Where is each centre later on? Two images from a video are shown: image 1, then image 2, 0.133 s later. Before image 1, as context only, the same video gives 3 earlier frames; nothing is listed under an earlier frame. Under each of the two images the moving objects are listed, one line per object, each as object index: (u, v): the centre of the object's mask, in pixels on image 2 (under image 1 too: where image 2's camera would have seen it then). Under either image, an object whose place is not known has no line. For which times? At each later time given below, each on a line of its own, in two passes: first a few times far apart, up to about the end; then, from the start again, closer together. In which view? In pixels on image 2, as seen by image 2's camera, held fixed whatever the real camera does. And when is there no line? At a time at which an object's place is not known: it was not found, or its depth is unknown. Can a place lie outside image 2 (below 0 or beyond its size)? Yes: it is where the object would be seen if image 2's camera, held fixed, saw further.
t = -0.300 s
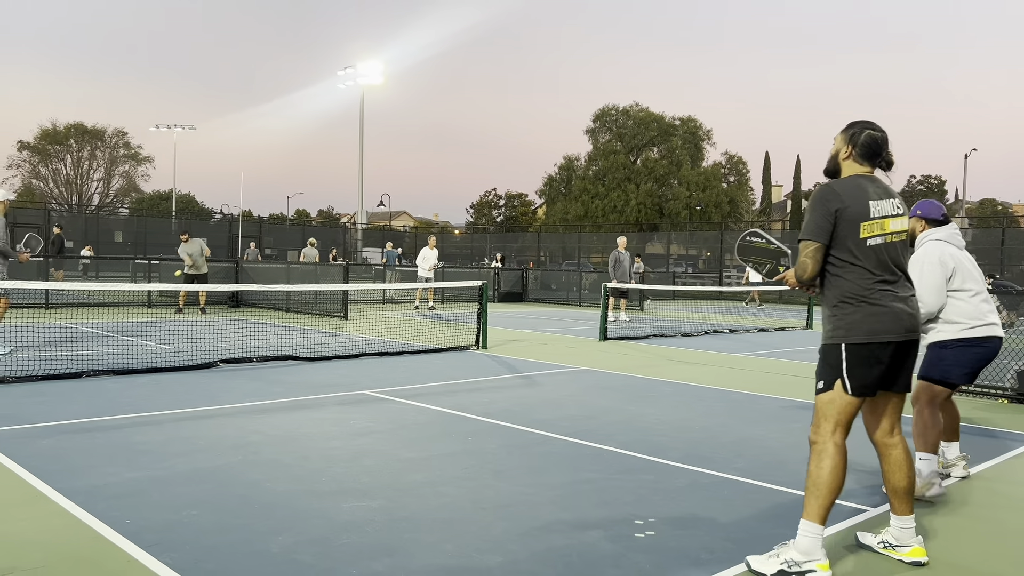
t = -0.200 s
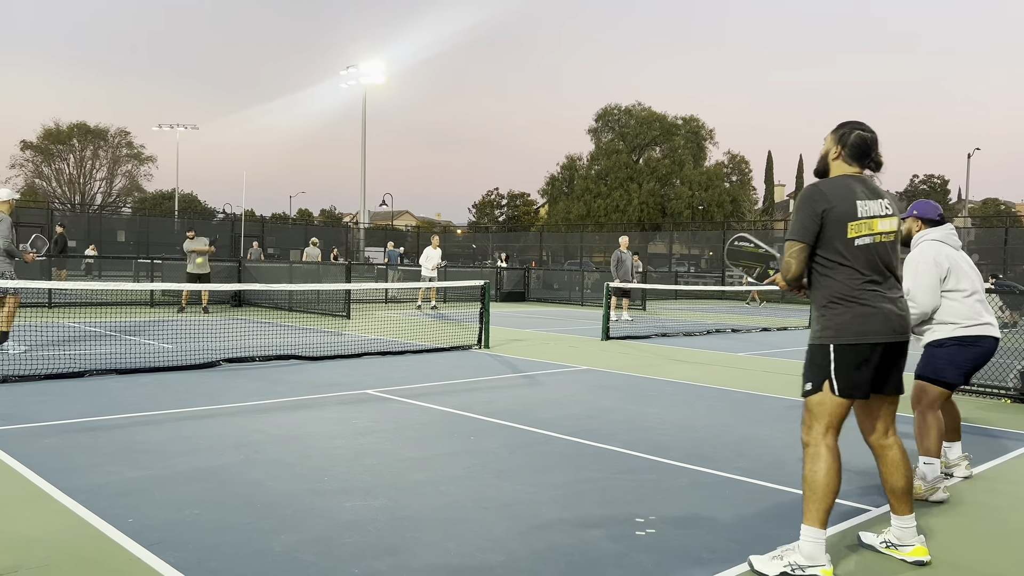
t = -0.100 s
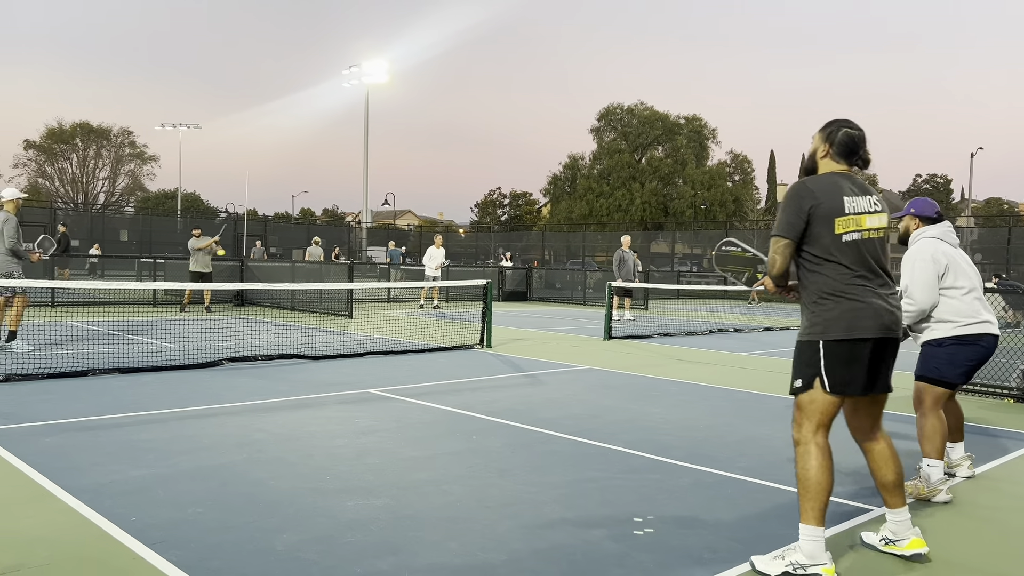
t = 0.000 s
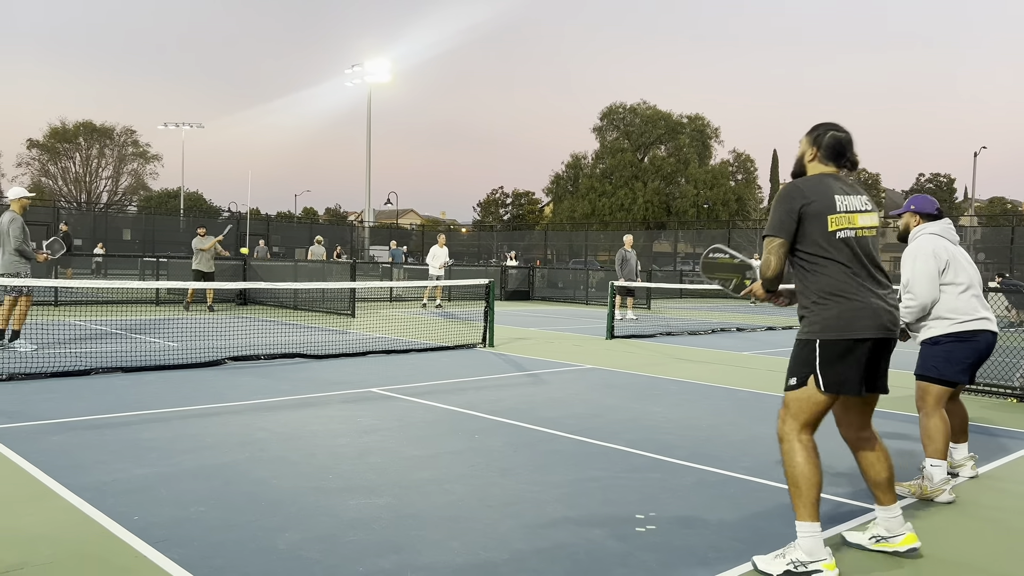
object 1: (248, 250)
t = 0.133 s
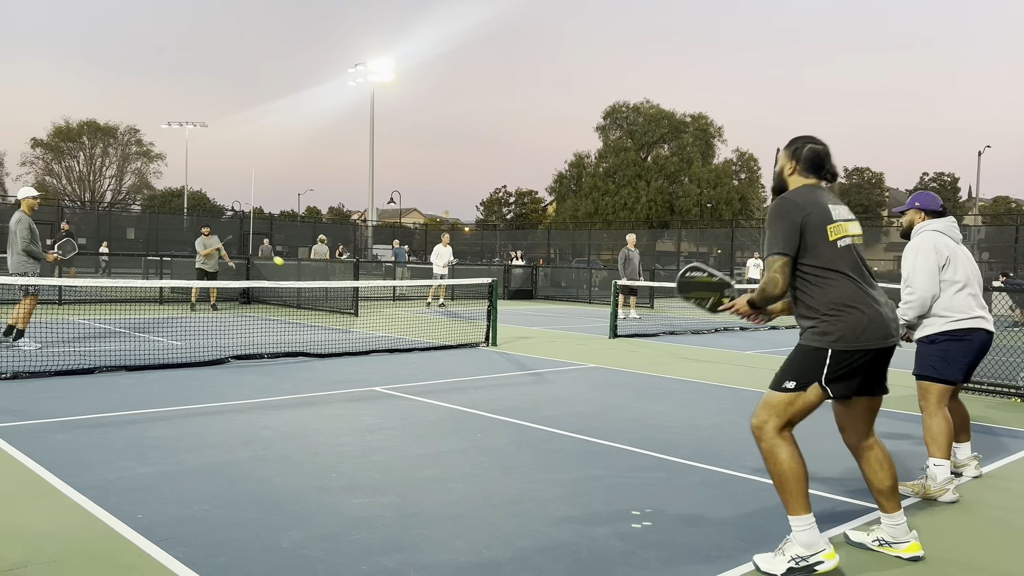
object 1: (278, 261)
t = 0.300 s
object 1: (325, 305)
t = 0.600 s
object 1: (441, 426)
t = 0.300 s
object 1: (325, 305)
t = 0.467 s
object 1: (388, 409)
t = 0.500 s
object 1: (402, 440)
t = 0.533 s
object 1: (415, 437)
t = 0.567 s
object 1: (428, 431)
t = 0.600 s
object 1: (441, 426)
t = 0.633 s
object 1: (455, 423)
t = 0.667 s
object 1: (471, 422)
